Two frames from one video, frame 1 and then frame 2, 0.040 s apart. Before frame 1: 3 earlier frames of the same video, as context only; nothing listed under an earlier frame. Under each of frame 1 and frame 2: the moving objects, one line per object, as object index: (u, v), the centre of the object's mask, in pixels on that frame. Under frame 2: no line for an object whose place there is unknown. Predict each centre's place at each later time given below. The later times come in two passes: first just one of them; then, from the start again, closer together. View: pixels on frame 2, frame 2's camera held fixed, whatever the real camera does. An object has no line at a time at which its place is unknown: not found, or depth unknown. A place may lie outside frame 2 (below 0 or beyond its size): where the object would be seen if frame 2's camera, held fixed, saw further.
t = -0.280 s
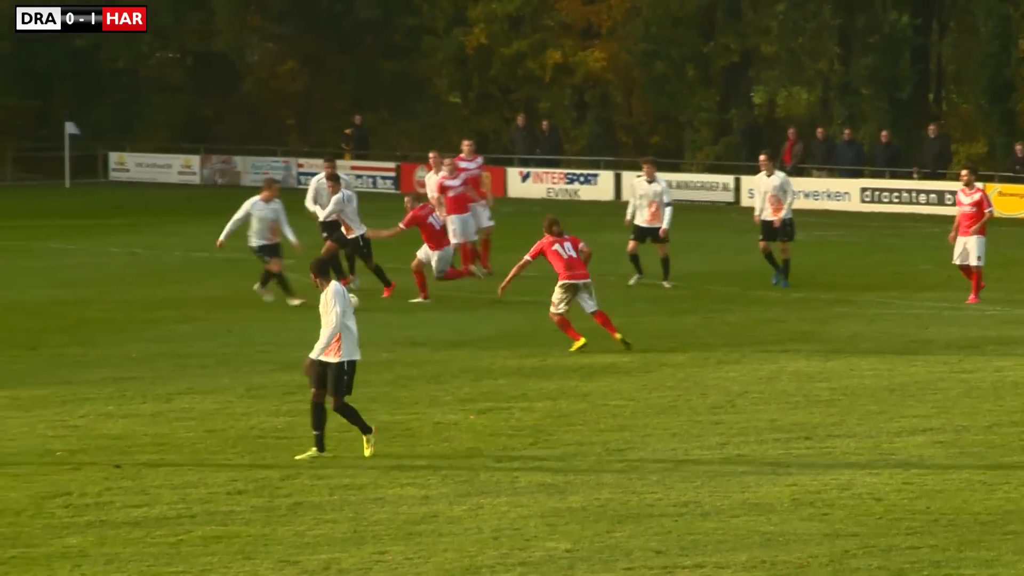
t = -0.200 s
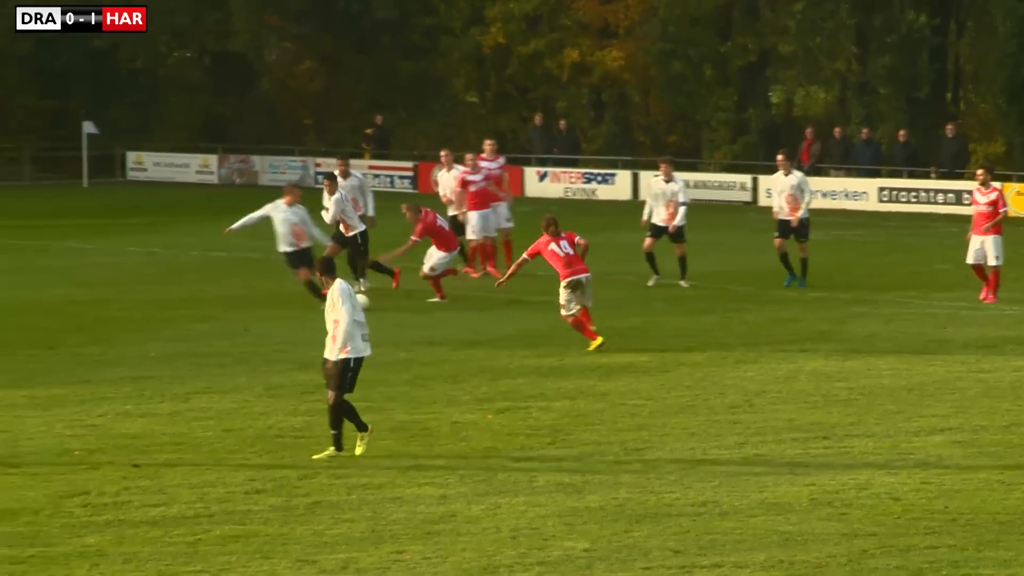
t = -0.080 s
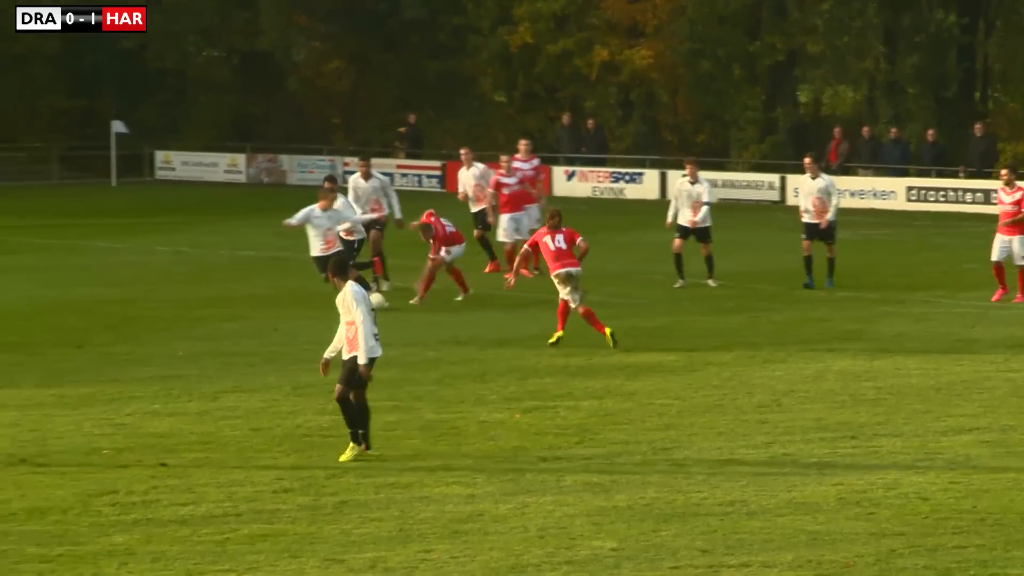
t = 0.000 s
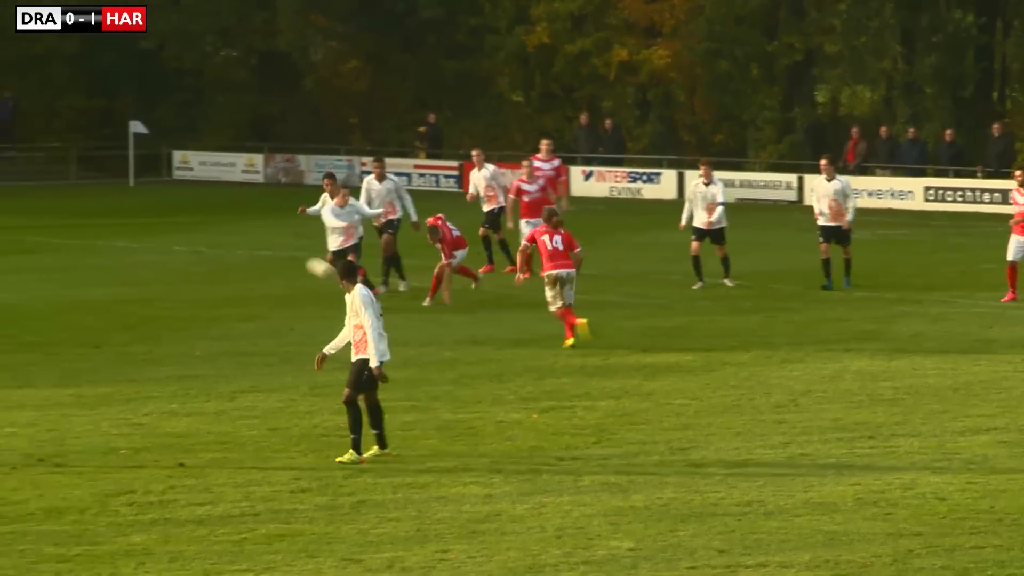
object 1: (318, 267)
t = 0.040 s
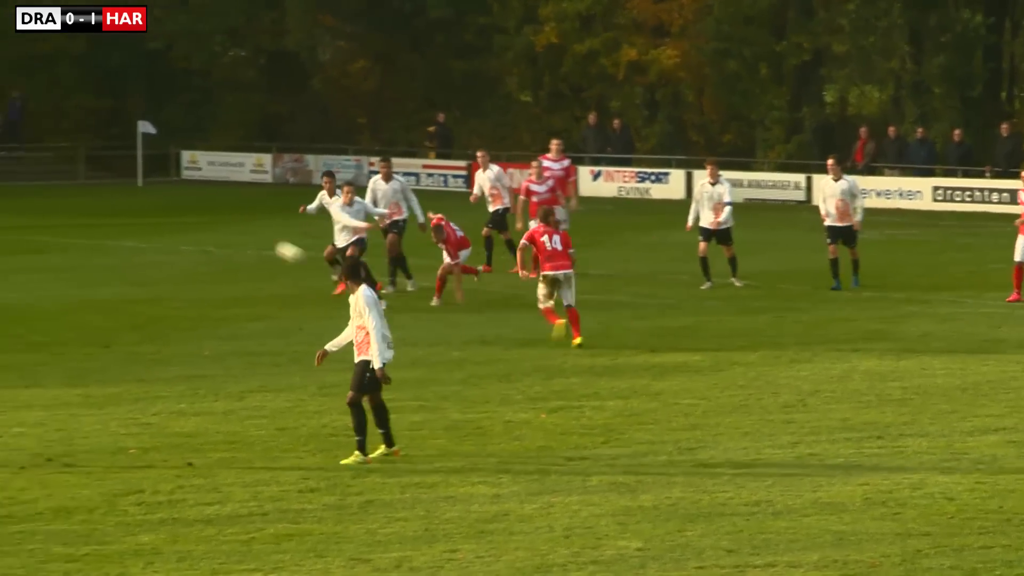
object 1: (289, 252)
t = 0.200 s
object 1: (123, 196)
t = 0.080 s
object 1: (249, 237)
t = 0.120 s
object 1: (207, 222)
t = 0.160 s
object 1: (166, 209)
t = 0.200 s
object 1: (123, 196)
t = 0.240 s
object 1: (77, 183)
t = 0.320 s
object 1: (-16, 160)
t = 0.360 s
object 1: (-62, 149)
